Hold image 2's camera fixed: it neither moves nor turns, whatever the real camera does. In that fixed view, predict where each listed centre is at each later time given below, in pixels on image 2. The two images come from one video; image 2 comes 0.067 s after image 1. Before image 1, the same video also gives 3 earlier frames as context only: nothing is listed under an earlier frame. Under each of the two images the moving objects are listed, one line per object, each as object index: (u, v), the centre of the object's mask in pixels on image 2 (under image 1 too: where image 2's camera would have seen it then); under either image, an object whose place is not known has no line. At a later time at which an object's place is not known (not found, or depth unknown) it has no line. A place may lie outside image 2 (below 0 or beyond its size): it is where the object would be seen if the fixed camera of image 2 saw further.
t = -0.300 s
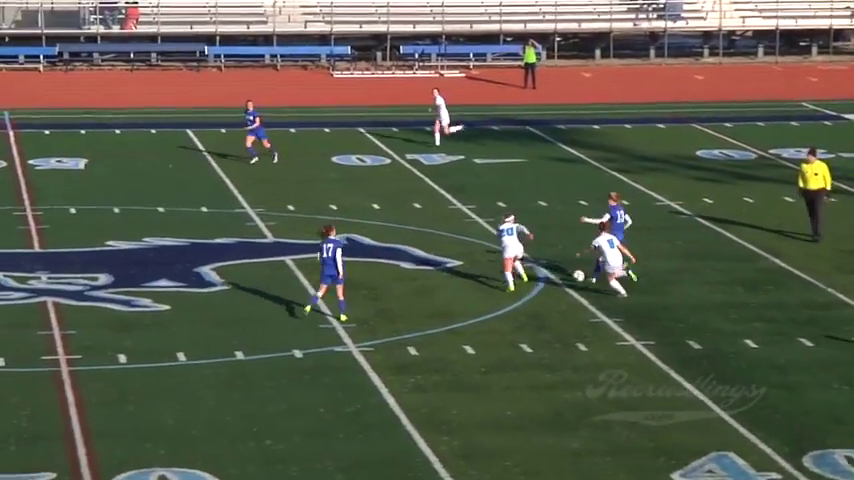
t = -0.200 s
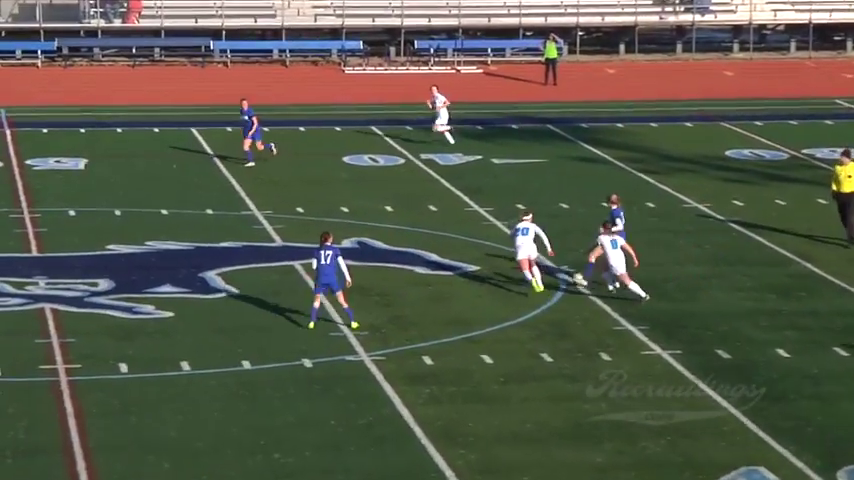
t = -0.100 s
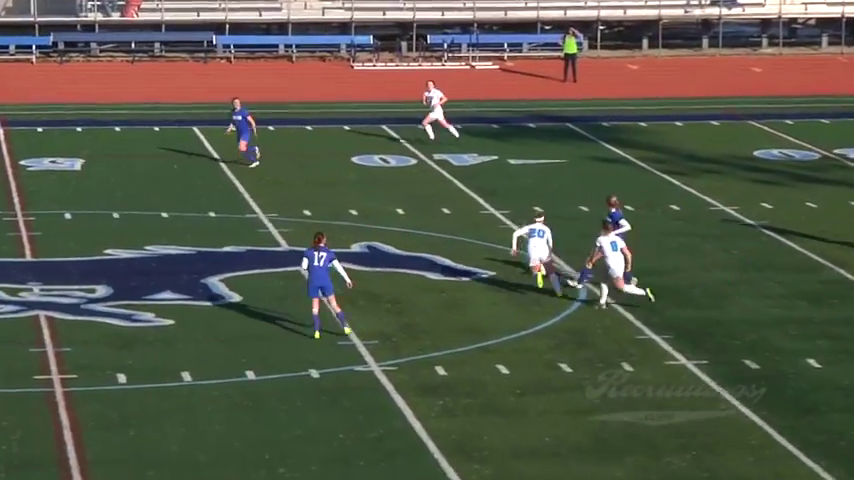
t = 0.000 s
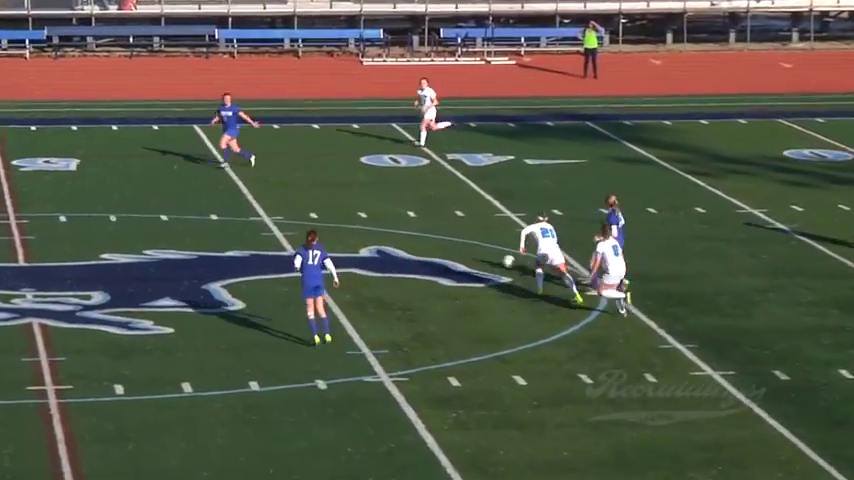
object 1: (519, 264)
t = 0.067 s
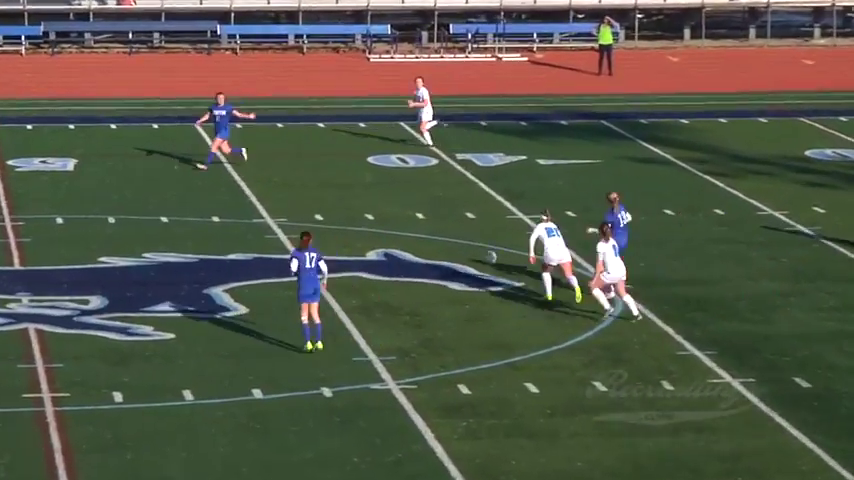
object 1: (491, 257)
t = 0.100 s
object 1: (476, 252)
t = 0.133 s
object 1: (462, 247)
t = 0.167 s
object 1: (449, 243)
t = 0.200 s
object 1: (437, 240)
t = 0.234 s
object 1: (425, 238)
